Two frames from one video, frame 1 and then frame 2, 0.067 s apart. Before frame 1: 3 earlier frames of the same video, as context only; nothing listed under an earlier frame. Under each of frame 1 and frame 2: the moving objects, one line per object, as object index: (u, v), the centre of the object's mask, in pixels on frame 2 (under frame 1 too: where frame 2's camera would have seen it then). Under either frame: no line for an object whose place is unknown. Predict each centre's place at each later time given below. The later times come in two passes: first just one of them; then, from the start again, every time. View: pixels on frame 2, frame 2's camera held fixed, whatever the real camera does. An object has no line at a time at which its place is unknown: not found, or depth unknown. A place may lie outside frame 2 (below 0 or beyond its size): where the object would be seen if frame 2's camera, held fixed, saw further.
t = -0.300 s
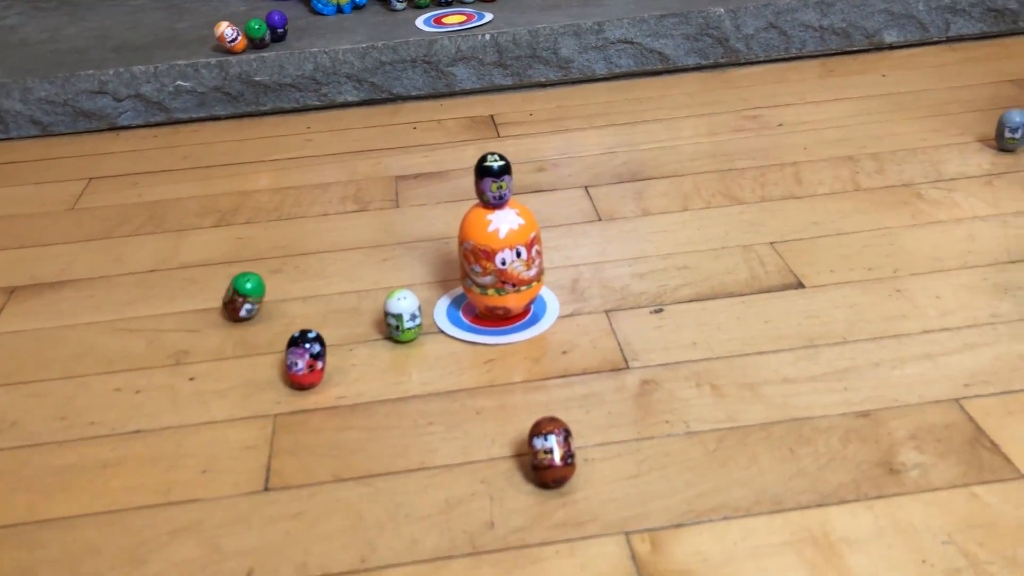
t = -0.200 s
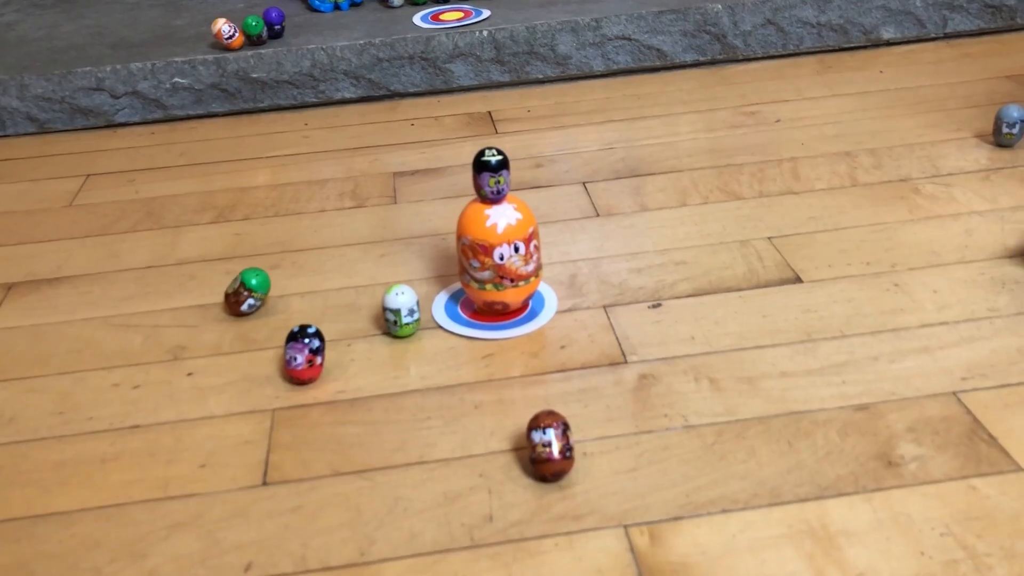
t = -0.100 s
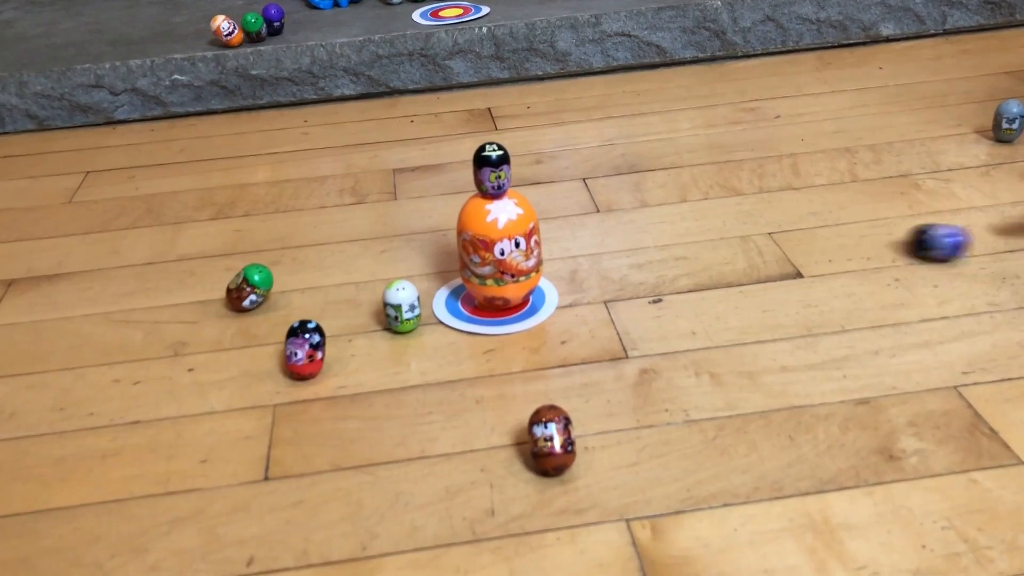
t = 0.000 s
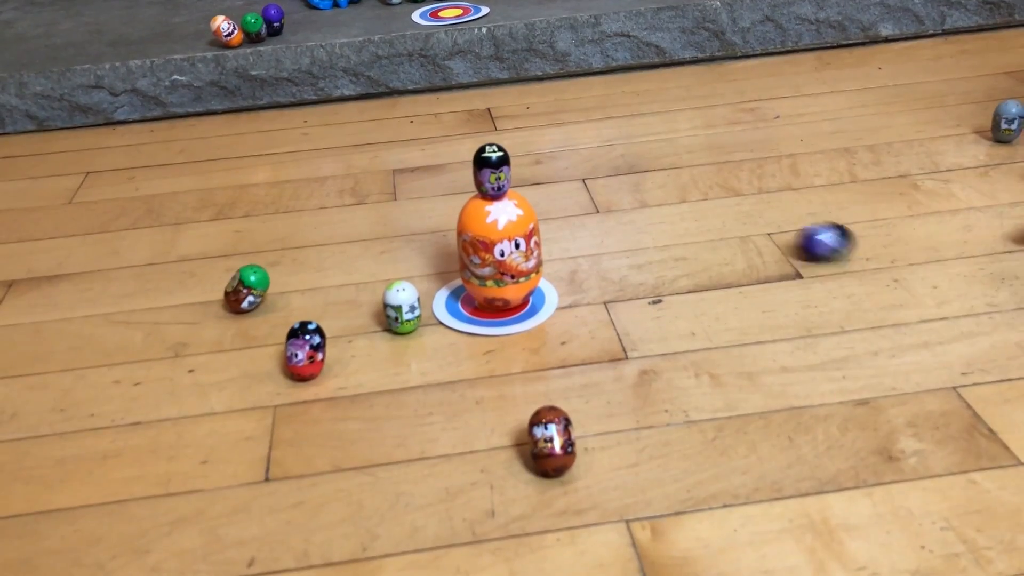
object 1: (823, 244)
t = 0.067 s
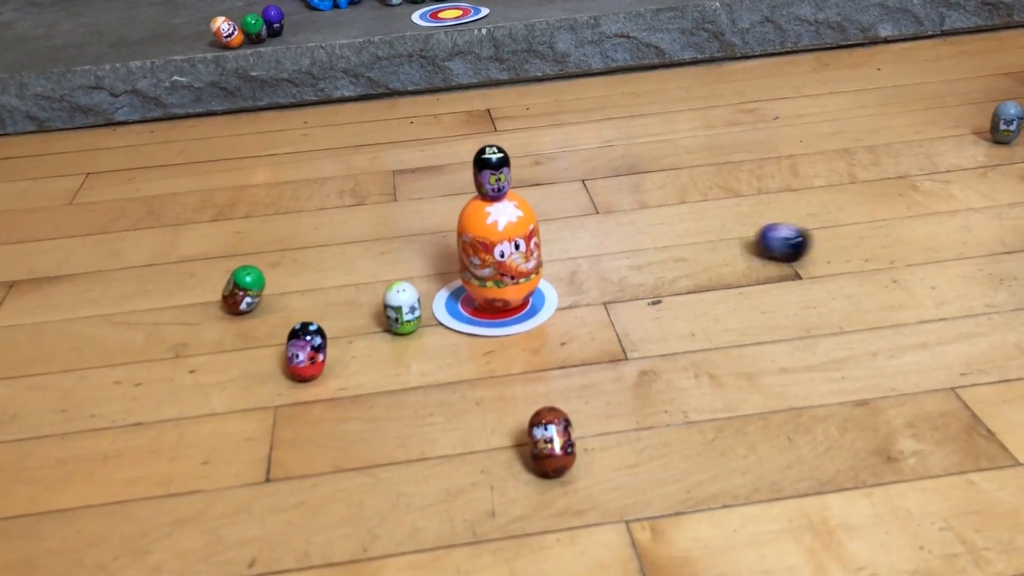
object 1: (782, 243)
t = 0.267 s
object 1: (664, 230)
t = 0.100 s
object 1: (759, 239)
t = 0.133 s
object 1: (728, 235)
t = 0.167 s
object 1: (703, 238)
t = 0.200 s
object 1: (689, 235)
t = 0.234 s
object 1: (683, 236)
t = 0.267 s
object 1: (664, 230)
